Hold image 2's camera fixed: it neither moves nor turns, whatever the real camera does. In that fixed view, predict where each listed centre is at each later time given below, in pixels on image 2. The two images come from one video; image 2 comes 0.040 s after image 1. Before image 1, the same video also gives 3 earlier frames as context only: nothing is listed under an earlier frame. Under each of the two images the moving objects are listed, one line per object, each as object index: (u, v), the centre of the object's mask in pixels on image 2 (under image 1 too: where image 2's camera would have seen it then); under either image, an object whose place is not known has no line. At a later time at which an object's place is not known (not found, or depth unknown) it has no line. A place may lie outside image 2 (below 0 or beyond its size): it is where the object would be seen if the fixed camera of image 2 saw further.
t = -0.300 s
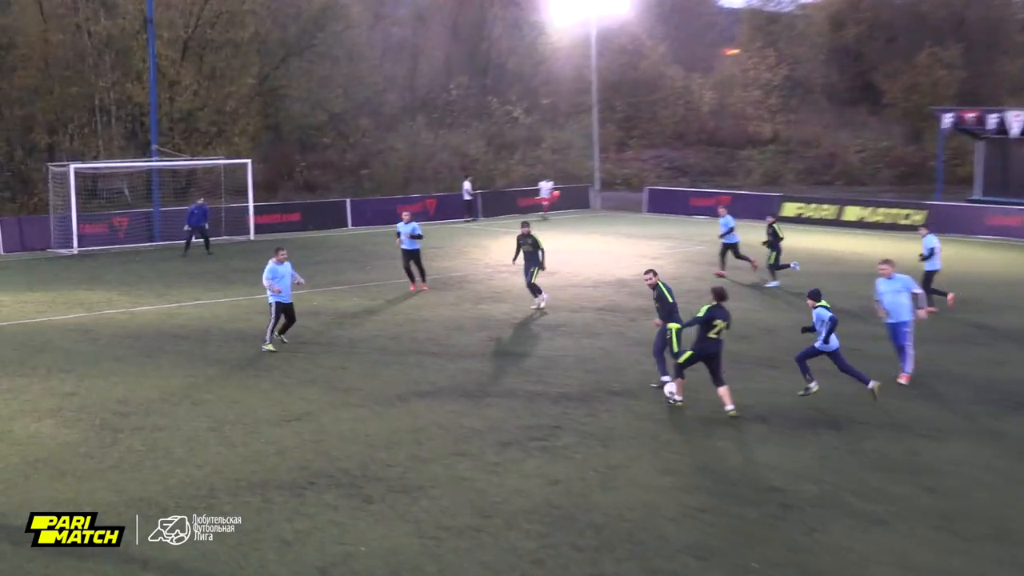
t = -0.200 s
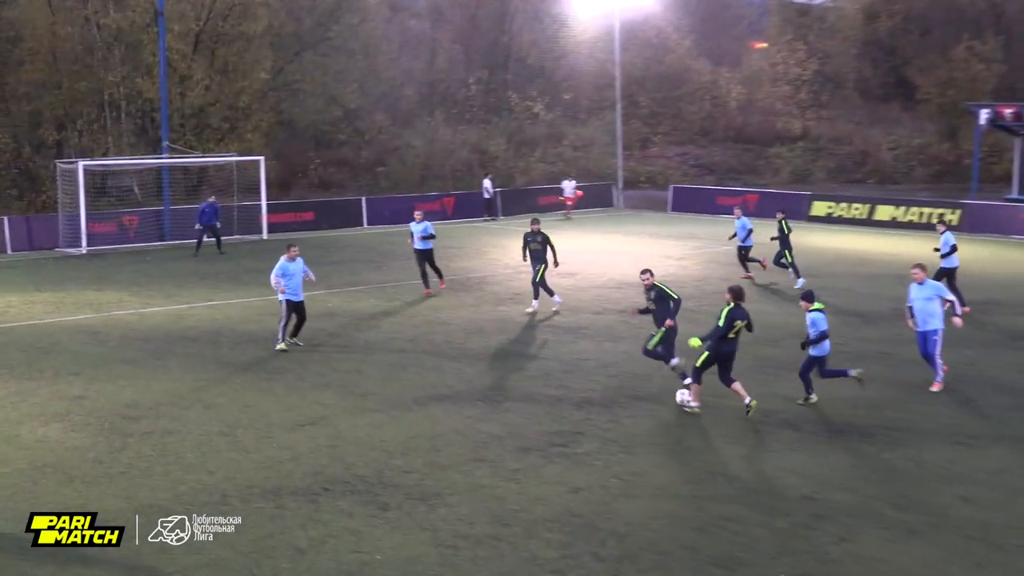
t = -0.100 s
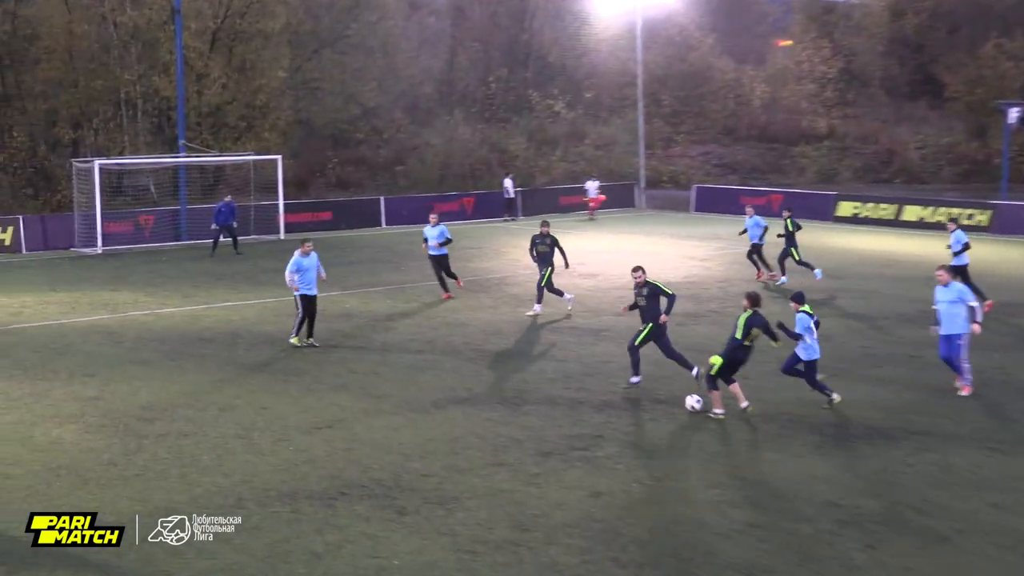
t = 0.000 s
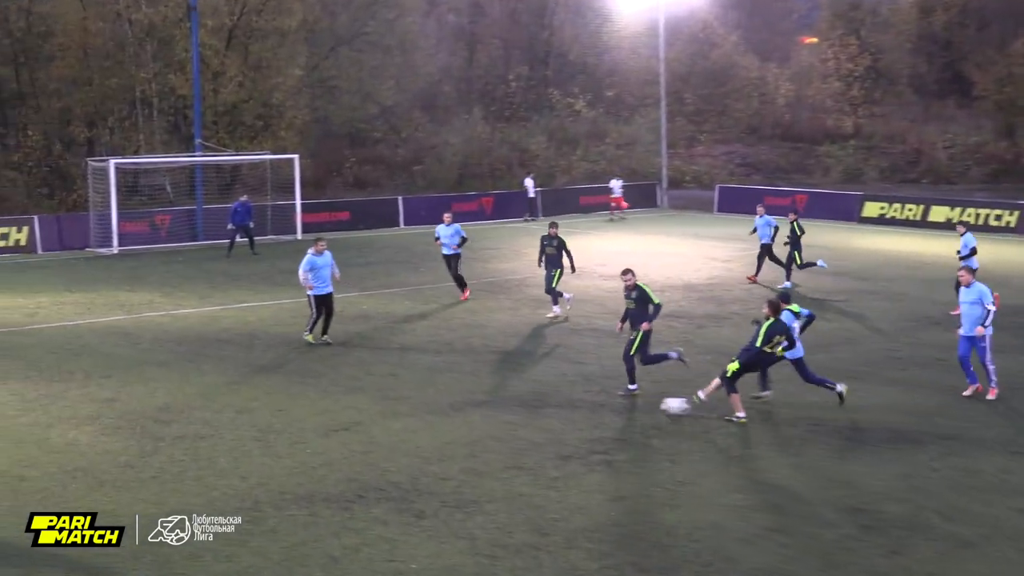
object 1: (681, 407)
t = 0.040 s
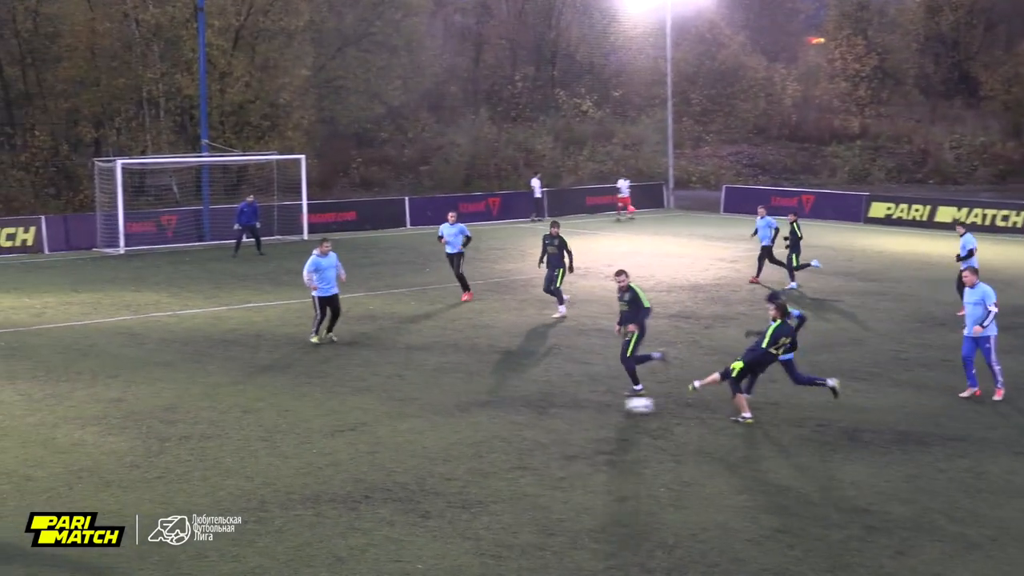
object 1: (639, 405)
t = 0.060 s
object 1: (619, 405)
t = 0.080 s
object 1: (600, 405)
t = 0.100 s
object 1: (580, 403)
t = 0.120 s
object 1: (561, 402)
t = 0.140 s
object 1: (542, 401)
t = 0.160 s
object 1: (523, 401)
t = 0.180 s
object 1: (505, 402)
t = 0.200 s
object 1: (486, 401)
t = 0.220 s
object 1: (469, 400)
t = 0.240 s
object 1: (451, 399)
